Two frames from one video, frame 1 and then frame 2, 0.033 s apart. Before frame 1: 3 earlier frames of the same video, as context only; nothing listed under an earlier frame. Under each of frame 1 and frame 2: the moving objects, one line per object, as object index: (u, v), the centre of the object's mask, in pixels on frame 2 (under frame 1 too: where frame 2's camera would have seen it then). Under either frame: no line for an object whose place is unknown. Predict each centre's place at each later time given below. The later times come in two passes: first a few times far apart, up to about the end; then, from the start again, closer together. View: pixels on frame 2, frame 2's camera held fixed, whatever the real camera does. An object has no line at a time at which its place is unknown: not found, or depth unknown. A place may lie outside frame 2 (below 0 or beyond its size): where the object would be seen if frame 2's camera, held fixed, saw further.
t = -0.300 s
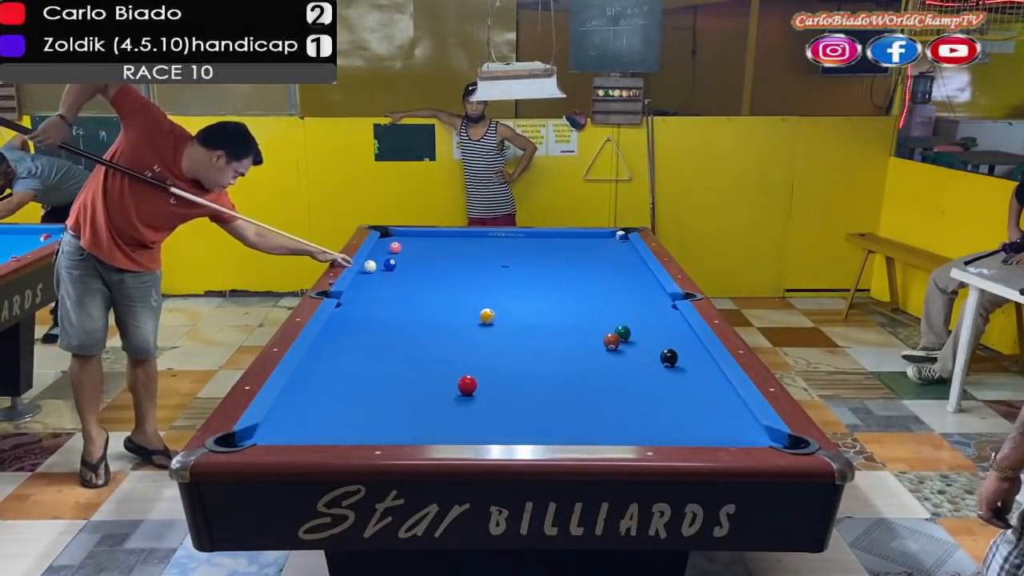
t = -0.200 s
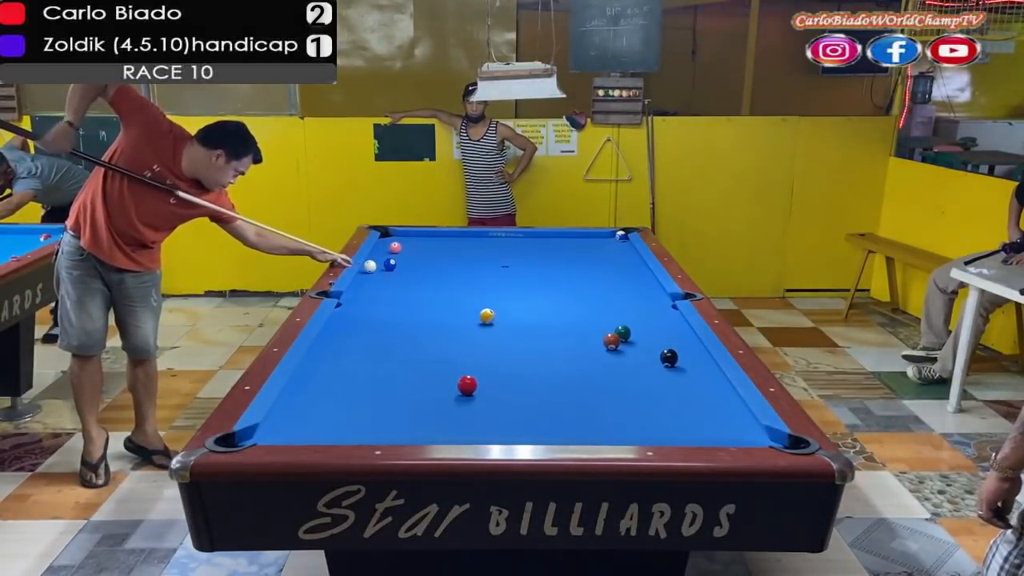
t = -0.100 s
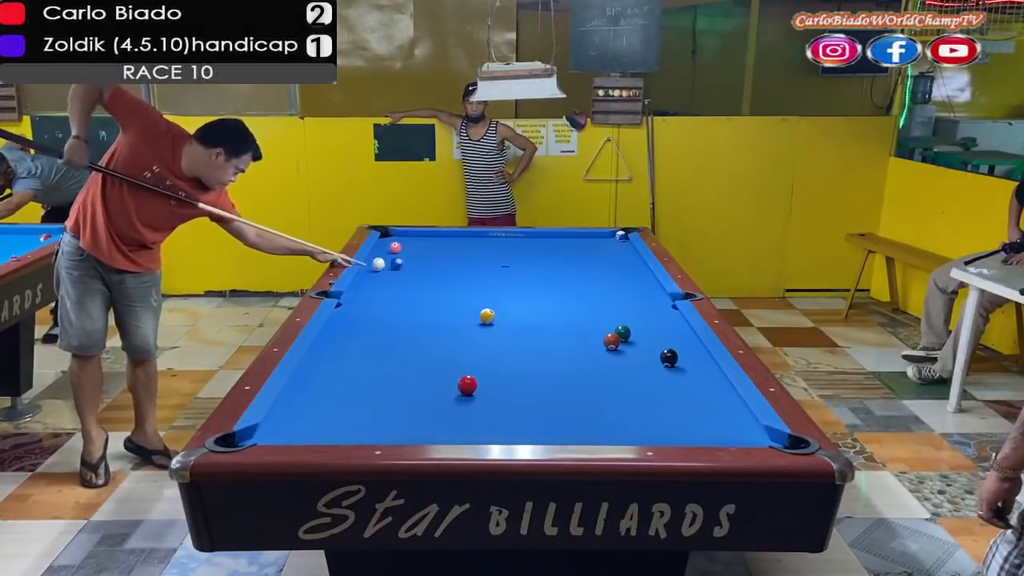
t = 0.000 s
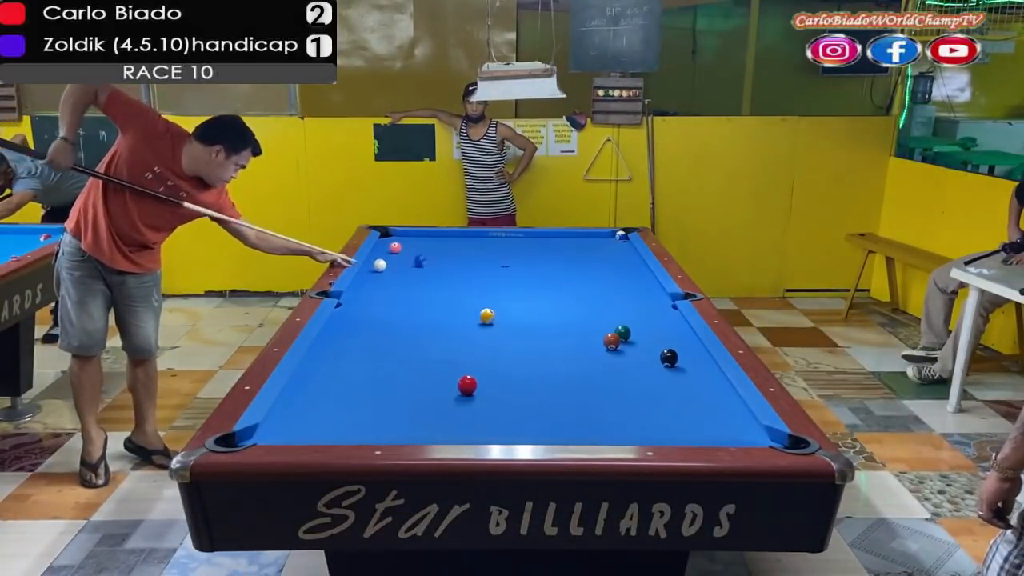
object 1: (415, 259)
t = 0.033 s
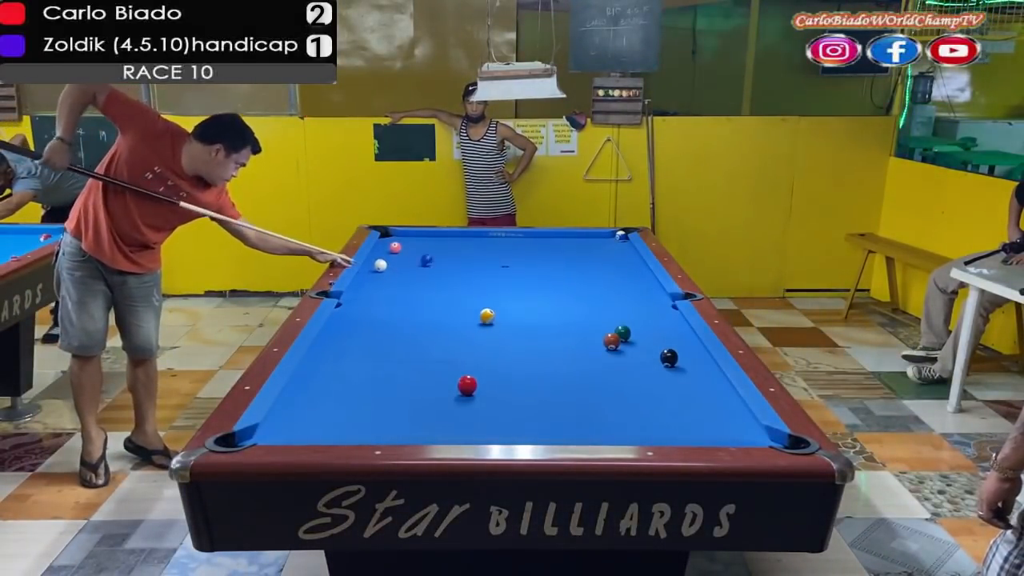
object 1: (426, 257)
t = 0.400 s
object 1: (492, 250)
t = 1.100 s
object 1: (599, 240)
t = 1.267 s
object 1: (618, 238)
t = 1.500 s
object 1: (618, 239)
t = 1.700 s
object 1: (611, 238)
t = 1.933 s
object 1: (604, 239)
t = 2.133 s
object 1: (598, 240)
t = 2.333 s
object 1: (594, 240)
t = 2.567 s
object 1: (589, 240)
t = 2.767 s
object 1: (585, 240)
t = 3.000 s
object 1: (582, 240)
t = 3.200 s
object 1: (580, 240)
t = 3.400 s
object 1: (578, 240)
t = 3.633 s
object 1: (577, 240)
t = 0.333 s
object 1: (478, 250)
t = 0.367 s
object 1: (486, 250)
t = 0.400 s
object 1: (492, 250)
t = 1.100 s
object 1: (599, 240)
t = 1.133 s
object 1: (604, 240)
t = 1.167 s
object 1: (608, 239)
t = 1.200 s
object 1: (613, 238)
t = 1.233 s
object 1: (615, 238)
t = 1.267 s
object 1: (618, 238)
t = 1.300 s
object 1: (620, 238)
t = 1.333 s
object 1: (623, 238)
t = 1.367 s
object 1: (622, 238)
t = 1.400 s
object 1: (621, 238)
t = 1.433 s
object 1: (620, 238)
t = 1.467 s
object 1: (619, 239)
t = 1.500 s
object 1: (618, 239)
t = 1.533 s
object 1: (617, 239)
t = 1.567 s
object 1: (615, 238)
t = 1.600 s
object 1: (614, 238)
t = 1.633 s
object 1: (613, 238)
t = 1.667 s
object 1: (612, 238)
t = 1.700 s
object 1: (611, 238)
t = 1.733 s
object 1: (610, 238)
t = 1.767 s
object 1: (609, 239)
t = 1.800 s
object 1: (608, 239)
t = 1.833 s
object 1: (608, 239)
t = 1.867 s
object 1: (607, 239)
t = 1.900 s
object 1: (605, 239)
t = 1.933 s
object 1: (604, 239)
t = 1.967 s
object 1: (603, 239)
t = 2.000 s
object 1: (602, 239)
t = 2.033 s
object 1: (601, 239)
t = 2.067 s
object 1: (600, 239)
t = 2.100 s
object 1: (599, 240)
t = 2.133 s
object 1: (598, 240)
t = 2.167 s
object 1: (597, 240)
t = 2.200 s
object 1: (596, 240)
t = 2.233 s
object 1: (595, 240)
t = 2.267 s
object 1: (595, 240)
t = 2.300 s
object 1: (594, 240)
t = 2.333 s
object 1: (594, 240)
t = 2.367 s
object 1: (593, 240)
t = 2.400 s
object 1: (592, 240)
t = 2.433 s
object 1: (591, 240)
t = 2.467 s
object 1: (591, 240)
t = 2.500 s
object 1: (590, 240)
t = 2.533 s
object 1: (590, 240)
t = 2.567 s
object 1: (589, 240)
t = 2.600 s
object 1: (588, 240)
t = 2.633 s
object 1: (587, 240)
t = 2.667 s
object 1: (587, 240)
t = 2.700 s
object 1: (586, 240)
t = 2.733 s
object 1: (586, 240)
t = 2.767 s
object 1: (585, 240)
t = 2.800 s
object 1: (585, 240)
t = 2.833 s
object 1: (584, 240)
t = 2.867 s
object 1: (584, 240)
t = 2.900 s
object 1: (583, 240)
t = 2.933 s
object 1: (583, 240)
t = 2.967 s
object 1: (582, 240)
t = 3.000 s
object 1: (582, 240)
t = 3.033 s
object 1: (581, 240)
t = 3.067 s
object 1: (581, 240)
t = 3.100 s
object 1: (581, 240)
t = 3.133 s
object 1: (580, 240)
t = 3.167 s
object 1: (580, 240)
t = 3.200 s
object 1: (580, 240)
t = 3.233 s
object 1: (579, 240)
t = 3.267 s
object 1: (579, 240)
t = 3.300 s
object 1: (579, 240)
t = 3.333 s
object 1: (579, 240)
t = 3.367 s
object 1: (578, 240)
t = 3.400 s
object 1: (578, 240)
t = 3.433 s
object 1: (578, 240)
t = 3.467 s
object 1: (578, 240)
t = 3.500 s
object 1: (578, 240)
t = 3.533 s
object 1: (578, 240)
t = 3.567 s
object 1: (577, 240)
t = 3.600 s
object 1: (577, 240)
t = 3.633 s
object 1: (577, 240)
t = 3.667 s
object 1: (577, 240)
